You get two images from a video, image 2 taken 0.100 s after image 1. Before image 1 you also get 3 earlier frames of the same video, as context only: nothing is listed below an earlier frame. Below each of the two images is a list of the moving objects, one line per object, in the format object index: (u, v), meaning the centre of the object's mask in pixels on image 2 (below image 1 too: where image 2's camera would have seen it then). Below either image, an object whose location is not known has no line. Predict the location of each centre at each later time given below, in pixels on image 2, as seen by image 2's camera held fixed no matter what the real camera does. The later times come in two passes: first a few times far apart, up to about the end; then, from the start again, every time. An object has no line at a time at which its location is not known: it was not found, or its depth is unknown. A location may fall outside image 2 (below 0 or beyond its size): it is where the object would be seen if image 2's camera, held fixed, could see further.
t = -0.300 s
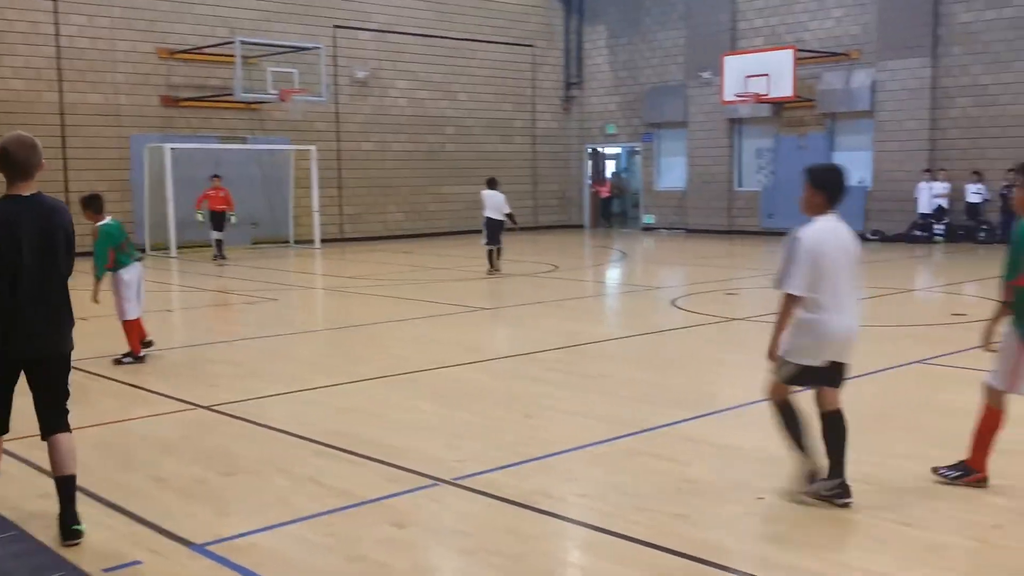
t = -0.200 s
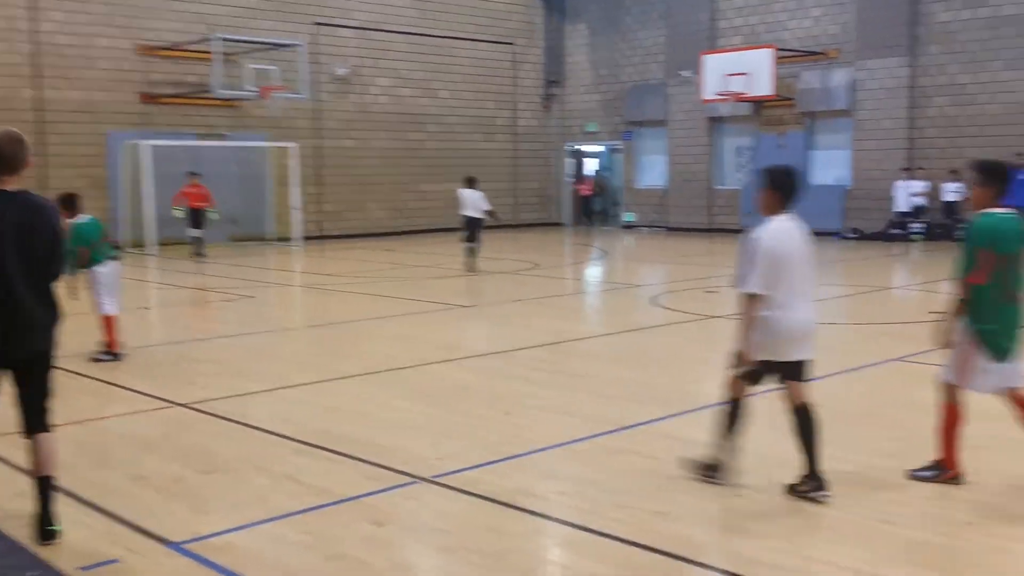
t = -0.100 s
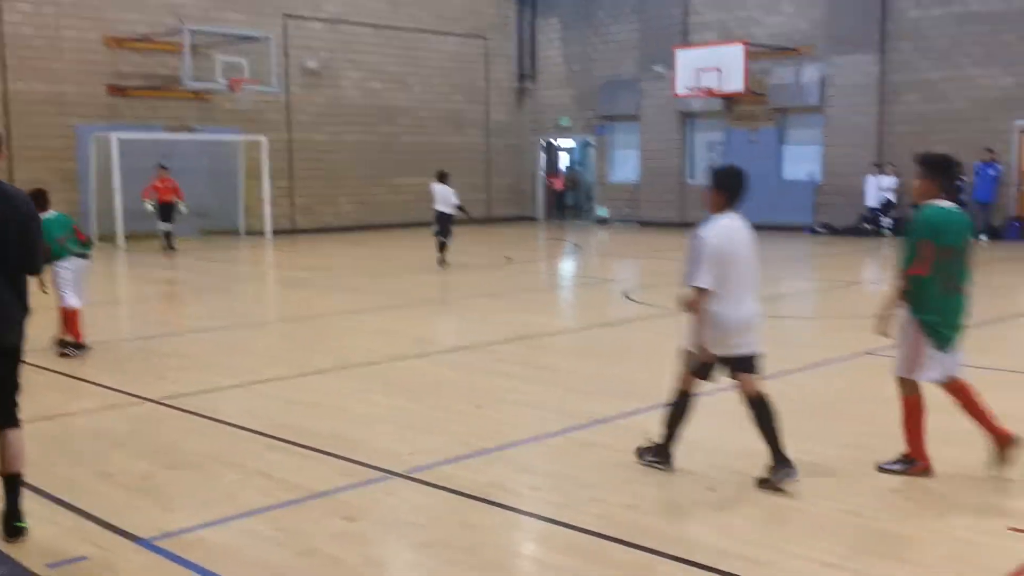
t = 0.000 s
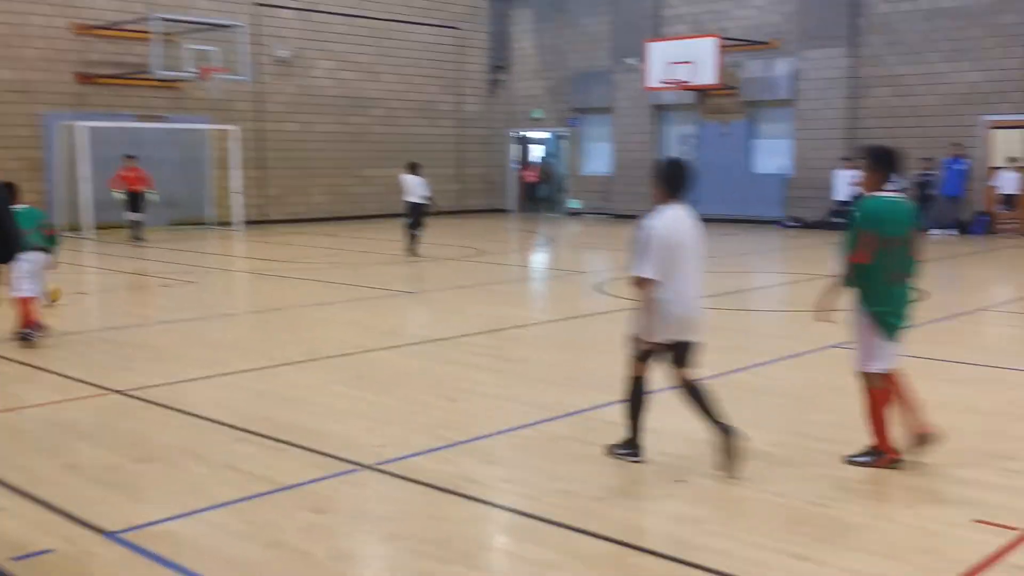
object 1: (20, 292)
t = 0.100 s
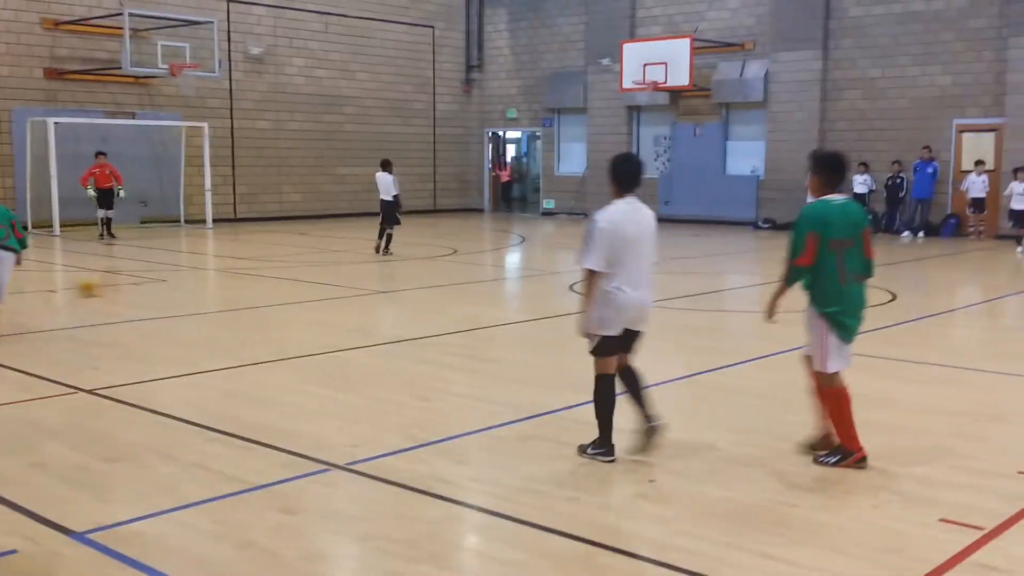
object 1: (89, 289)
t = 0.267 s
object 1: (186, 280)
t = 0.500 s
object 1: (285, 269)
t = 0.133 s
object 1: (110, 286)
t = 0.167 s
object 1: (130, 283)
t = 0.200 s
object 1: (150, 282)
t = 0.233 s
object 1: (170, 281)
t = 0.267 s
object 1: (186, 280)
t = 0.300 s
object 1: (201, 277)
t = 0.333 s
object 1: (217, 276)
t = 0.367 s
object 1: (232, 275)
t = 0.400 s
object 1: (246, 273)
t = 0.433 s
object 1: (260, 272)
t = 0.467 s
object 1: (273, 270)
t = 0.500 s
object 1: (285, 269)
